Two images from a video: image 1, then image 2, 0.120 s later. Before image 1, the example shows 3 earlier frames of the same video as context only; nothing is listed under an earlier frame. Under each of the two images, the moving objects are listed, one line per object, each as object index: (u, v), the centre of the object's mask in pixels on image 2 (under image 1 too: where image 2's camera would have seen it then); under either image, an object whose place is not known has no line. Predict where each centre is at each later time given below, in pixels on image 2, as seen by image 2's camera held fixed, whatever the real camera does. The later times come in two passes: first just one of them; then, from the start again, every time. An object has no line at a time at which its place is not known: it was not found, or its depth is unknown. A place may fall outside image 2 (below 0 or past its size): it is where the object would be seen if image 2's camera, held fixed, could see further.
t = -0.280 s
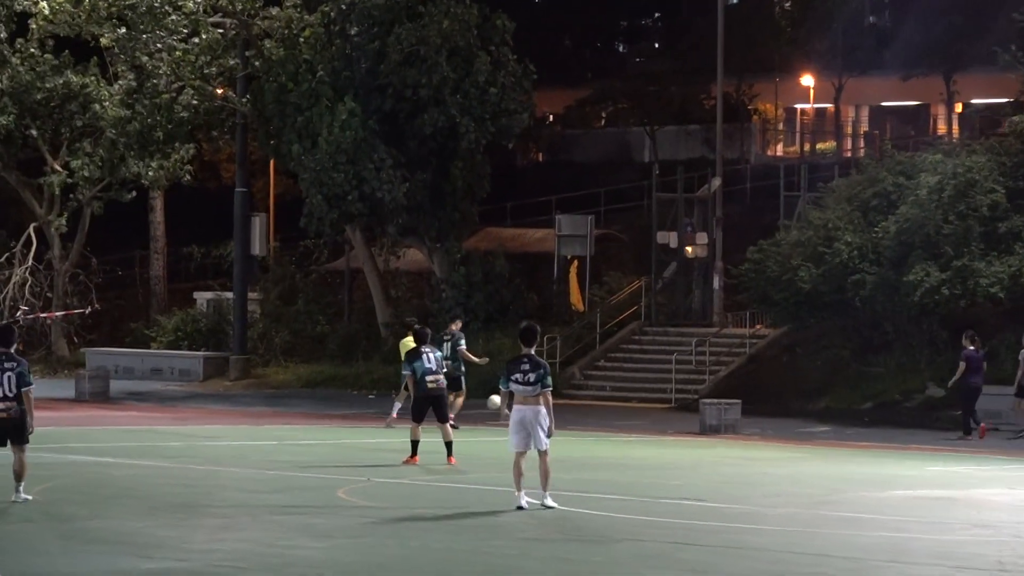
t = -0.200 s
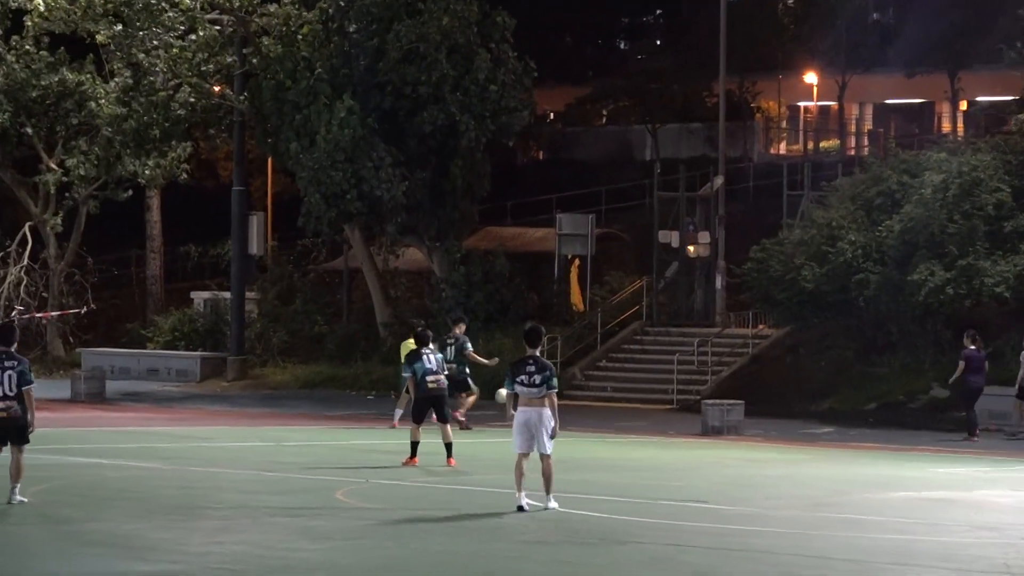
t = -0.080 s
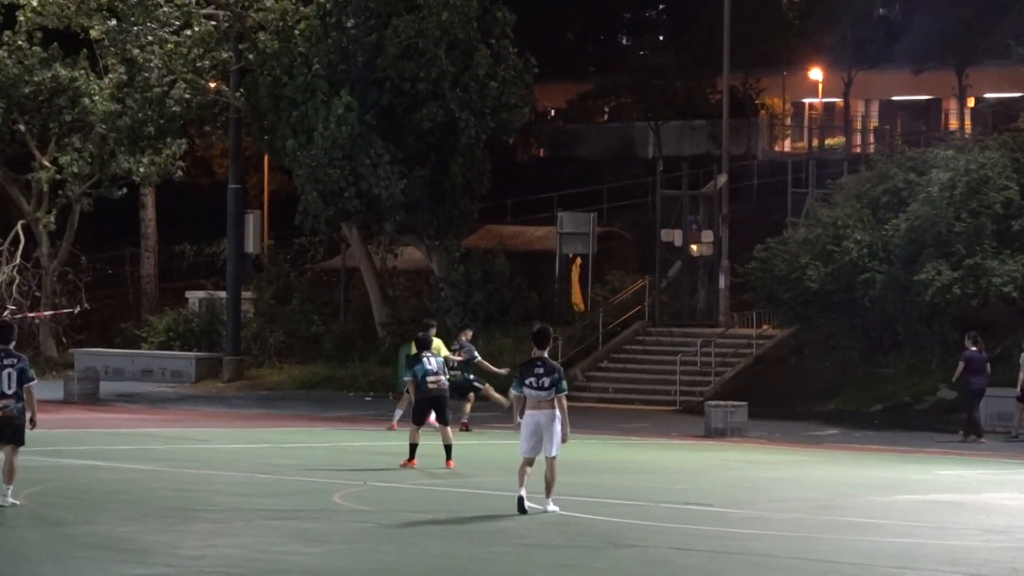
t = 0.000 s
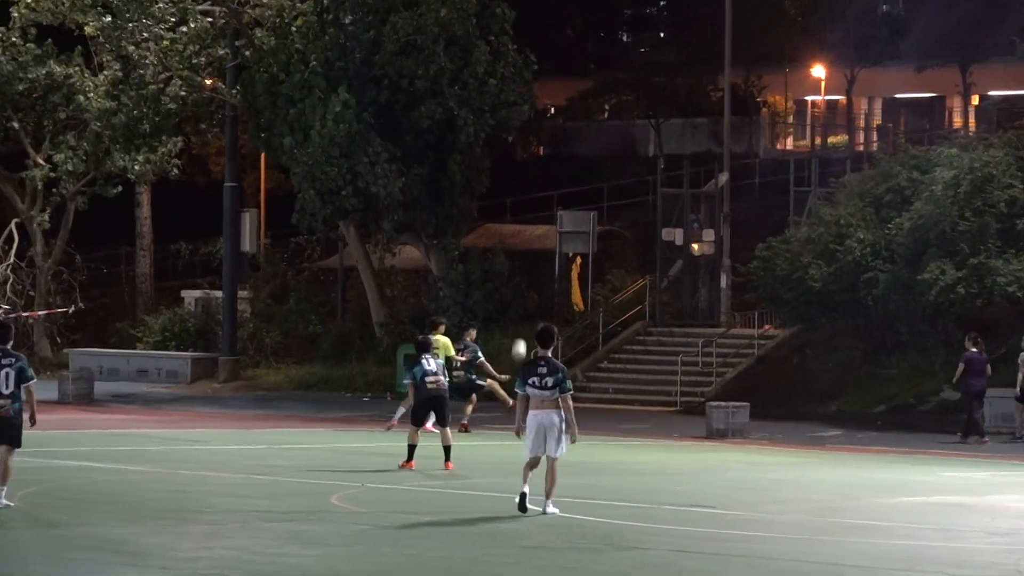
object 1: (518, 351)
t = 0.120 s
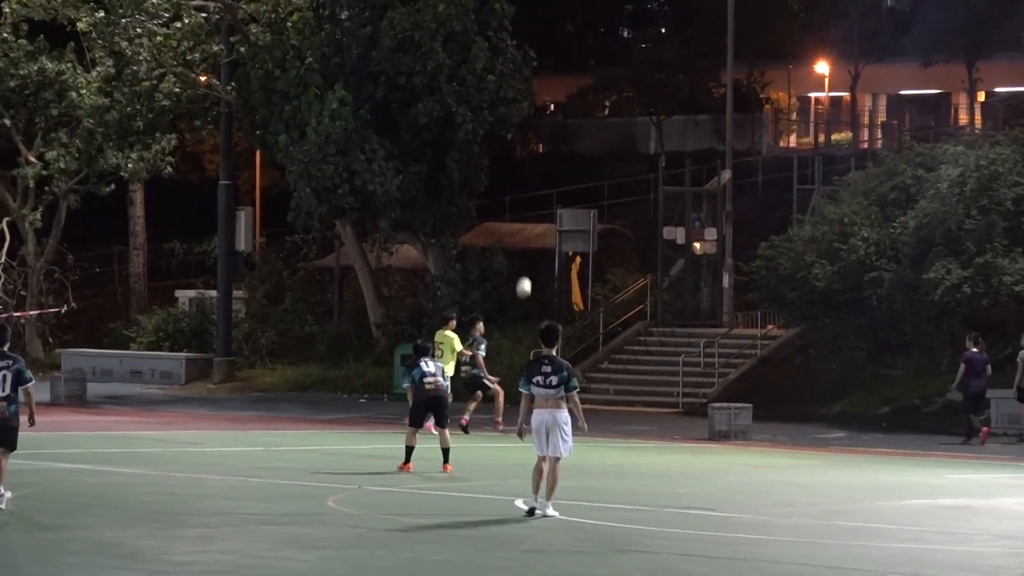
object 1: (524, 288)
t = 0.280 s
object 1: (529, 219)
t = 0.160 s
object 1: (525, 269)
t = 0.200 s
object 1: (527, 252)
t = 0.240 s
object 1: (528, 235)
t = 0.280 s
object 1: (529, 219)
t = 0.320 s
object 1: (530, 206)
